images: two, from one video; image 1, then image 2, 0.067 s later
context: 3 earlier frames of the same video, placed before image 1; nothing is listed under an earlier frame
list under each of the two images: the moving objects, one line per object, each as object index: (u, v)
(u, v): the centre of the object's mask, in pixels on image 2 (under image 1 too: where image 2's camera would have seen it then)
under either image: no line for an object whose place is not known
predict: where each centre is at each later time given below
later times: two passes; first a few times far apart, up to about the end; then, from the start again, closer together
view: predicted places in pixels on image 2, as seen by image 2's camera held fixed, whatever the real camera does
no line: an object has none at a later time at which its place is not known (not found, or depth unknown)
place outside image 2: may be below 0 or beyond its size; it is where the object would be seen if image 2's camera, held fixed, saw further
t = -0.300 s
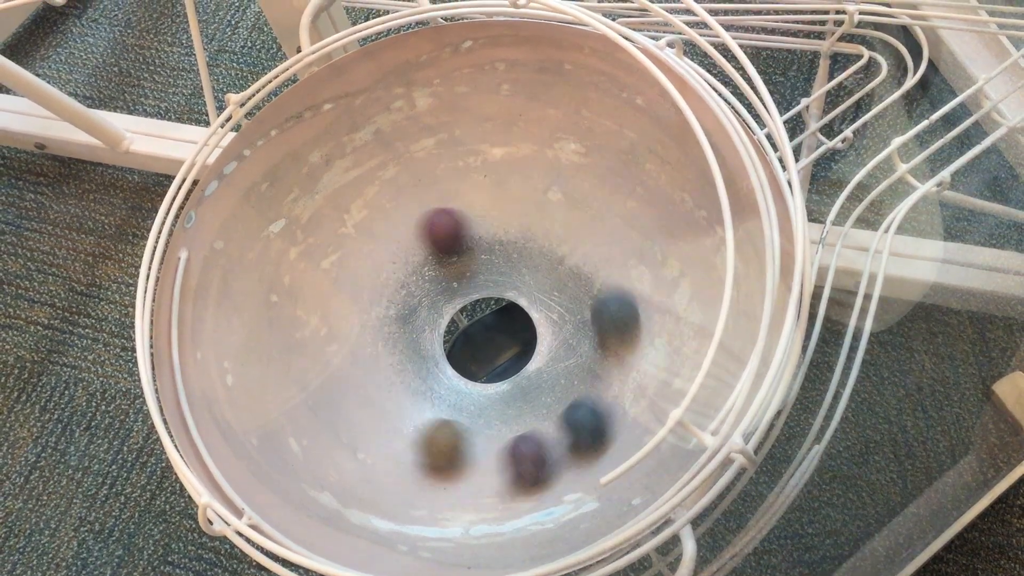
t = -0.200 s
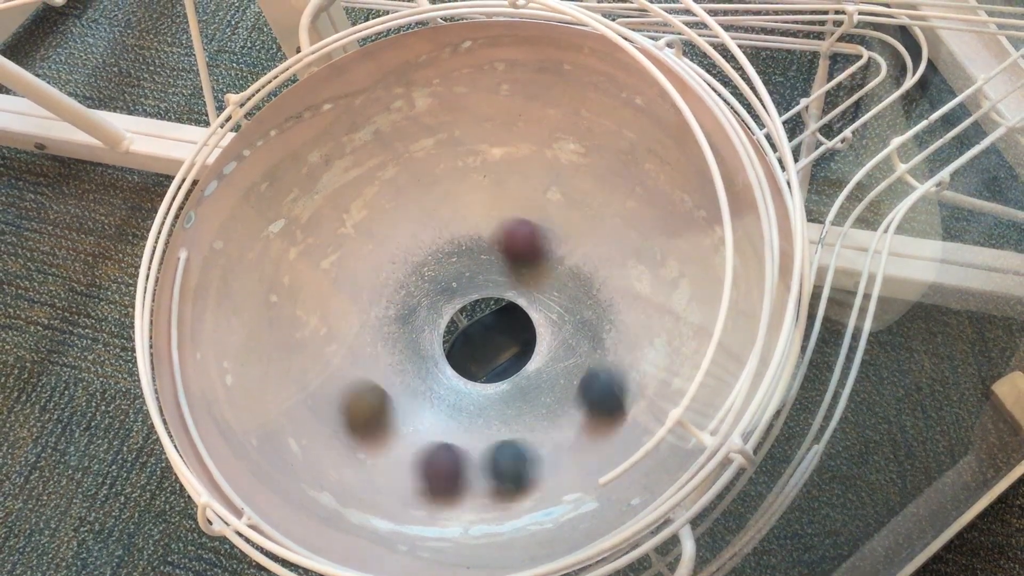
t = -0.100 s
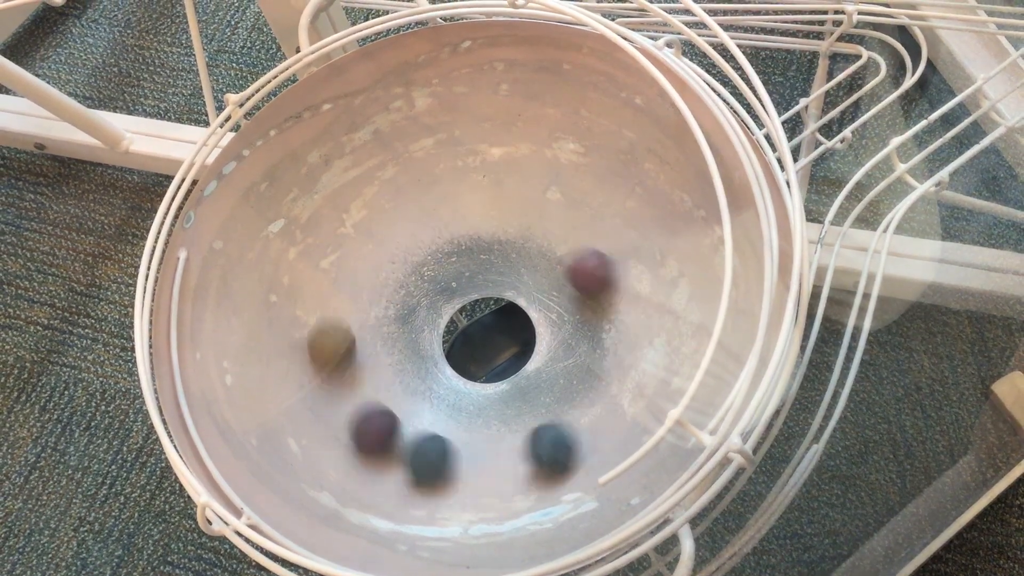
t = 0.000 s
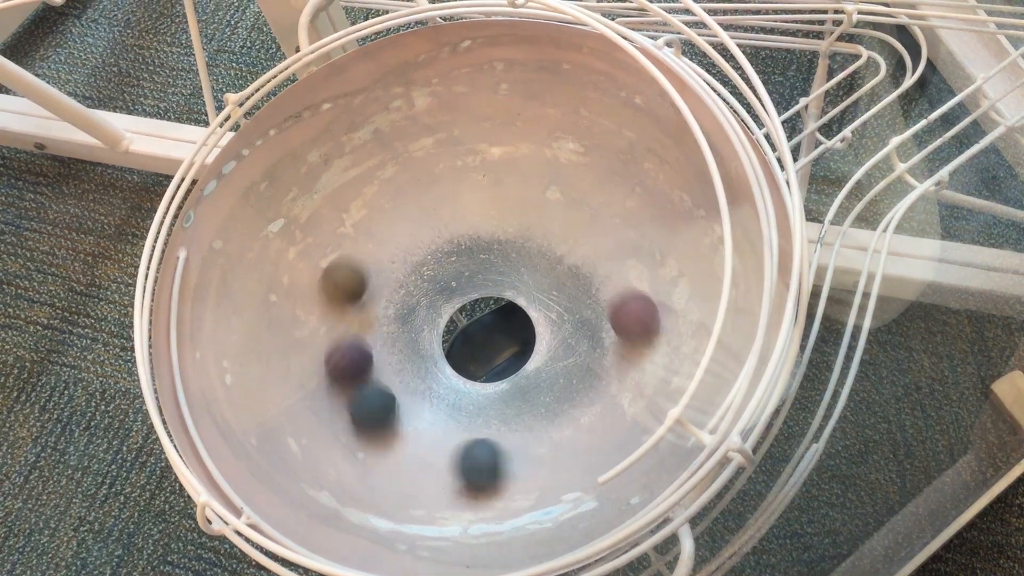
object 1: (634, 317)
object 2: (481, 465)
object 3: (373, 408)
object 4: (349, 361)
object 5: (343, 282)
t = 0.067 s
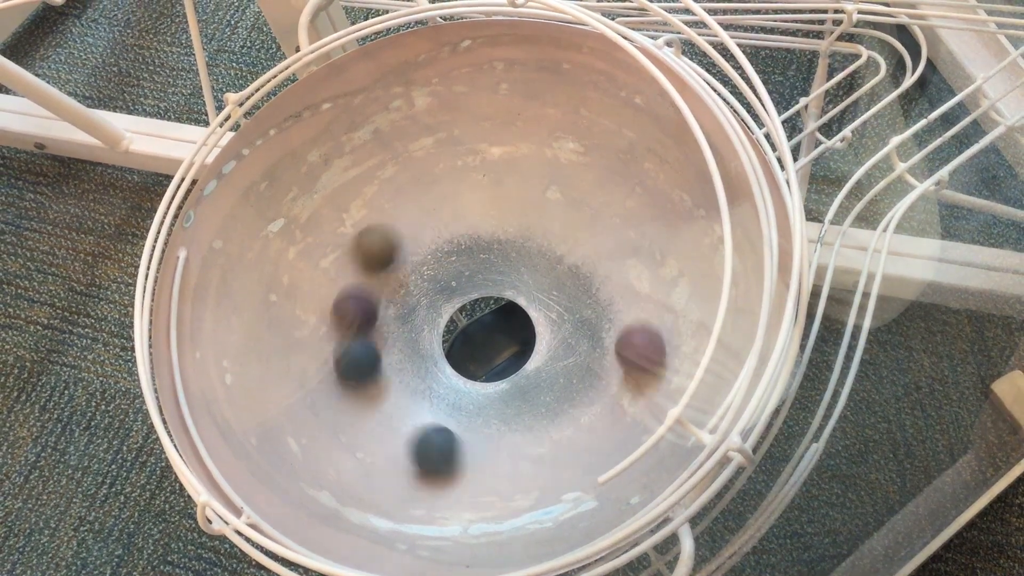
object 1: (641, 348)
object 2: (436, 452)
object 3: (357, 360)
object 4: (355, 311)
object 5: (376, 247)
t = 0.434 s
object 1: (431, 388)
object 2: (425, 218)
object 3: (528, 186)
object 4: (585, 197)
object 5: (640, 274)
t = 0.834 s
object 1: (424, 226)
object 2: (617, 307)
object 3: (573, 420)
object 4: (514, 444)
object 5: (451, 431)
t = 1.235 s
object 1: (626, 365)
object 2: (400, 428)
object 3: (353, 322)
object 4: (357, 278)
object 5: (396, 224)
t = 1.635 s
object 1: (426, 371)
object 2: (466, 217)
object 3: (581, 232)
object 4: (627, 249)
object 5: (639, 338)
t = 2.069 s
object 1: (467, 228)
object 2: (607, 365)
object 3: (503, 422)
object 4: (441, 432)
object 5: (404, 378)
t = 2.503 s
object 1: (592, 409)
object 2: (358, 353)
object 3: (388, 262)
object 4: (420, 225)
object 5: (482, 218)
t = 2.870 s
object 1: (413, 339)
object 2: (519, 230)
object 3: (612, 282)
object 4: (644, 319)
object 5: (615, 395)
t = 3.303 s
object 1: (502, 240)
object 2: (578, 393)
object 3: (463, 405)
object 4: (395, 384)
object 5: (388, 327)
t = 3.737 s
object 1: (562, 421)
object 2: (358, 308)
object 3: (418, 249)
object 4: (476, 227)
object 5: (534, 240)
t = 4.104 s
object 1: (408, 315)
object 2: (555, 254)
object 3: (621, 320)
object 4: (628, 374)
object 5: (572, 428)
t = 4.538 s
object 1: (528, 257)
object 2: (547, 402)
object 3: (439, 380)
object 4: (382, 339)
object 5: (393, 290)
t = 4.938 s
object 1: (550, 418)
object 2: (366, 292)
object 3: (428, 250)
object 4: (494, 235)
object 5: (554, 253)
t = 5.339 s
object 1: (408, 299)
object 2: (574, 278)
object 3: (616, 348)
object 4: (602, 401)
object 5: (528, 435)
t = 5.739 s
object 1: (533, 261)
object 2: (542, 396)
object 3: (440, 369)
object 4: (388, 323)
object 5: (398, 279)
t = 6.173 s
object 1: (532, 415)
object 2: (382, 277)
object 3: (452, 253)
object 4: (524, 256)
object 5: (578, 277)
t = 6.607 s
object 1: (414, 277)
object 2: (598, 309)
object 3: (600, 362)
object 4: (556, 407)
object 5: (481, 431)
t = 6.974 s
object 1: (545, 273)
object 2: (522, 390)
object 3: (435, 345)
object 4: (393, 315)
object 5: (408, 263)
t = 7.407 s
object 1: (518, 408)
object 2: (393, 274)
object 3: (491, 285)
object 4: (534, 260)
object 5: (591, 298)
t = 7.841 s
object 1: (420, 277)
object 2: (601, 323)
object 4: (548, 411)
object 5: (456, 412)
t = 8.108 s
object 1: (515, 257)
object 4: (414, 349)
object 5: (396, 299)
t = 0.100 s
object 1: (637, 366)
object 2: (416, 438)
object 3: (356, 336)
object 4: (365, 286)
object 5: (396, 235)
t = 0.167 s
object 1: (615, 394)
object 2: (388, 398)
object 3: (368, 285)
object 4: (395, 242)
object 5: (448, 217)
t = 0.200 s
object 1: (598, 407)
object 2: (380, 375)
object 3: (380, 261)
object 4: (415, 223)
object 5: (476, 214)
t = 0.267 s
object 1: (555, 419)
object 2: (376, 327)
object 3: (413, 222)
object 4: (461, 197)
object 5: (533, 216)
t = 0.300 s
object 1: (530, 419)
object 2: (379, 303)
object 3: (433, 208)
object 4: (487, 188)
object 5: (560, 220)
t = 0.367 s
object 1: (478, 412)
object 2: (396, 255)
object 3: (479, 189)
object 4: (537, 184)
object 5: (607, 242)
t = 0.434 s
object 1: (431, 388)
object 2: (425, 218)
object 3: (528, 186)
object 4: (585, 197)
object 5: (640, 274)
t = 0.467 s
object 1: (411, 372)
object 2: (442, 204)
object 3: (550, 191)
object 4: (602, 210)
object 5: (650, 295)
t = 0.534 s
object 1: (379, 337)
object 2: (483, 187)
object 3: (591, 214)
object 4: (633, 249)
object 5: (654, 337)
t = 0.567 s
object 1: (368, 318)
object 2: (504, 185)
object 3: (608, 233)
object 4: (641, 274)
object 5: (645, 361)
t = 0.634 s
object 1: (360, 281)
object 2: (547, 194)
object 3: (630, 274)
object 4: (639, 325)
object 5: (615, 399)
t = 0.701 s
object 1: (367, 252)
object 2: (582, 219)
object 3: (632, 329)
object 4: (615, 381)
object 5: (568, 427)
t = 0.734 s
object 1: (377, 241)
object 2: (597, 239)
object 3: (625, 357)
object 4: (596, 400)
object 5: (538, 437)
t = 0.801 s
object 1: (405, 228)
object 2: (615, 283)
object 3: (594, 402)
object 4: (544, 436)
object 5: (478, 438)
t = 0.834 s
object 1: (424, 226)
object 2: (617, 307)
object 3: (573, 420)
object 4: (514, 444)
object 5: (451, 431)
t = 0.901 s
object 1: (467, 233)
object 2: (607, 358)
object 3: (520, 445)
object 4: (456, 450)
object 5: (399, 405)
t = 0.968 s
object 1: (514, 247)
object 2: (581, 403)
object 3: (465, 451)
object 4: (400, 434)
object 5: (363, 363)
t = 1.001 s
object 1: (536, 257)
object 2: (561, 422)
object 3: (438, 446)
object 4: (379, 420)
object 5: (350, 341)
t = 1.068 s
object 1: (577, 285)
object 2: (515, 447)
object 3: (391, 422)
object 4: (348, 384)
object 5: (341, 299)
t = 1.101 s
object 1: (594, 300)
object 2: (489, 453)
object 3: (374, 405)
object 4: (340, 362)
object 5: (344, 279)
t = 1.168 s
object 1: (618, 332)
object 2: (440, 450)
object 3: (355, 364)
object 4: (340, 319)
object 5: (363, 246)
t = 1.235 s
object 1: (626, 365)
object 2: (400, 428)
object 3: (353, 322)
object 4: (357, 278)
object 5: (396, 224)
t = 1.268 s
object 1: (623, 379)
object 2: (385, 412)
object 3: (358, 301)
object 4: (372, 260)
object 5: (420, 218)
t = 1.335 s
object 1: (604, 404)
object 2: (367, 373)
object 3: (382, 266)
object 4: (412, 230)
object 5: (469, 216)
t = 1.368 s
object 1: (591, 413)
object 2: (364, 353)
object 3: (400, 251)
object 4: (436, 219)
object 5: (495, 221)
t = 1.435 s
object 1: (554, 423)
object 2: (371, 309)
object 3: (439, 230)
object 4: (489, 206)
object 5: (548, 237)
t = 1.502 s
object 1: (509, 417)
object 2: (392, 270)
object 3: (487, 218)
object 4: (543, 207)
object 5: (592, 265)
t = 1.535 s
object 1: (488, 411)
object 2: (407, 253)
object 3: (512, 217)
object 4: (568, 212)
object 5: (609, 281)
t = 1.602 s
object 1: (446, 388)
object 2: (445, 226)
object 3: (559, 223)
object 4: (610, 233)
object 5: (634, 319)
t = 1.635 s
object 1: (426, 371)
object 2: (466, 217)
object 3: (581, 232)
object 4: (627, 249)
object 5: (639, 338)
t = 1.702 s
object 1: (399, 332)
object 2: (511, 207)
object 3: (613, 256)
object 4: (647, 286)
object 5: (633, 382)
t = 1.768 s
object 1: (383, 295)
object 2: (556, 211)
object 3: (632, 290)
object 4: (646, 332)
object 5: (608, 410)
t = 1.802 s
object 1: (380, 276)
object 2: (575, 219)
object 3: (636, 310)
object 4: (637, 357)
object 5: (591, 422)
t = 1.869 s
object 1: (385, 246)
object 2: (606, 243)
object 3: (626, 349)
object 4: (606, 396)
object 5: (544, 437)
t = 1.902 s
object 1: (392, 236)
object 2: (618, 261)
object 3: (614, 371)
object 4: (583, 413)
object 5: (519, 436)
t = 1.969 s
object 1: (415, 223)
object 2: (627, 300)
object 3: (577, 400)
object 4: (529, 434)
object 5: (468, 423)
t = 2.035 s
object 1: (449, 222)
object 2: (619, 344)
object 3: (529, 418)
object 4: (470, 437)
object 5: (421, 396)
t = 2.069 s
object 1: (467, 228)
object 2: (607, 365)
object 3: (503, 422)
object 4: (441, 432)
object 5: (404, 378)
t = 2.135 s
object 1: (506, 244)
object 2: (573, 402)
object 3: (452, 417)
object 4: (391, 407)
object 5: (375, 336)
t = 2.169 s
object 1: (526, 257)
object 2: (552, 415)
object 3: (427, 409)
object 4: (372, 389)
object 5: (367, 315)
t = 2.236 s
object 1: (564, 288)
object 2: (502, 431)
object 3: (387, 384)
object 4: (346, 351)
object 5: (362, 275)
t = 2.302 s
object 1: (590, 323)
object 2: (450, 431)
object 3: (363, 352)
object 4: (339, 311)
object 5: (374, 240)
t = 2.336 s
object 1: (600, 339)
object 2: (426, 425)
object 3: (356, 336)
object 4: (343, 291)
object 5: (385, 228)
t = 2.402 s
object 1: (608, 370)
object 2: (387, 402)
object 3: (357, 302)
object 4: (363, 257)
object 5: (418, 213)
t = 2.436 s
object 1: (606, 384)
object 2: (373, 387)
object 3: (364, 287)
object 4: (379, 243)
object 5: (437, 211)
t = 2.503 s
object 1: (592, 409)
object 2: (358, 353)
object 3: (388, 262)
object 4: (420, 225)
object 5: (482, 218)
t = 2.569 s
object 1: (566, 423)
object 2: (360, 317)
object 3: (423, 247)
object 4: (472, 218)
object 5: (528, 236)
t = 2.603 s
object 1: (550, 426)
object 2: (367, 299)
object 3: (446, 243)
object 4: (499, 220)
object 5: (549, 248)
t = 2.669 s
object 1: (512, 422)
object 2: (391, 270)
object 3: (491, 240)
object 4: (551, 231)
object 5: (587, 283)
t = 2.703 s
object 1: (493, 415)
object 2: (408, 257)
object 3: (517, 241)
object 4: (574, 240)
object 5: (602, 302)
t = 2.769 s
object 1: (457, 394)
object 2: (448, 240)
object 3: (561, 253)
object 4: (614, 267)
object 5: (620, 343)
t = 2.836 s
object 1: (426, 360)
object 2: (495, 232)
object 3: (598, 271)
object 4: (638, 302)
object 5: (621, 384)
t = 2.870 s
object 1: (413, 339)
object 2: (519, 230)
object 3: (612, 282)
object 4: (644, 319)
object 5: (615, 395)
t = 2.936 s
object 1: (399, 302)
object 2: (563, 235)
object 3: (630, 310)
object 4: (638, 359)
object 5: (589, 424)
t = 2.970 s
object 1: (396, 284)
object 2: (582, 244)
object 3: (634, 327)
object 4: (628, 379)
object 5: (571, 436)
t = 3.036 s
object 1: (399, 252)
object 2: (614, 266)
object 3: (625, 359)
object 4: (596, 408)
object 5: (529, 442)
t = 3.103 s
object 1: (412, 230)
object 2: (631, 296)
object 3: (599, 386)
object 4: (547, 426)
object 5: (484, 431)
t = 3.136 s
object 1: (423, 223)
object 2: (633, 313)
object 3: (582, 396)
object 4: (520, 430)
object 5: (463, 419)
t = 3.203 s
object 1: (451, 221)
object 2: (622, 349)
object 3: (537, 410)
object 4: (464, 423)
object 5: (425, 389)
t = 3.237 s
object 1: (467, 225)
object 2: (611, 366)
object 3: (513, 410)
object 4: (439, 412)
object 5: (408, 371)
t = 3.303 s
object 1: (502, 240)
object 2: (578, 393)
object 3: (463, 405)
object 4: (395, 384)
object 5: (388, 327)
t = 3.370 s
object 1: (538, 265)
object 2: (530, 412)
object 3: (419, 383)
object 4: (364, 347)
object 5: (380, 284)
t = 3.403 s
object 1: (552, 278)
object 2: (505, 416)
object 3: (400, 369)
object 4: (356, 328)
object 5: (381, 264)
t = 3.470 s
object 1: (579, 316)
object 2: (456, 412)
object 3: (375, 340)
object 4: (351, 289)
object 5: (394, 233)
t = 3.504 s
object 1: (588, 333)
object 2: (431, 405)
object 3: (366, 325)
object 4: (355, 272)
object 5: (405, 222)
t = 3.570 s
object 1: (596, 363)
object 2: (392, 383)
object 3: (363, 294)
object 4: (374, 245)
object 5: (436, 210)
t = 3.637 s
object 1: (592, 393)
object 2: (366, 354)
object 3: (375, 270)
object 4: (407, 228)
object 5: (472, 211)
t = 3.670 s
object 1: (585, 405)
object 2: (359, 339)
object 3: (386, 260)
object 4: (428, 224)
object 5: (493, 219)
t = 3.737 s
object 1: (562, 421)
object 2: (358, 308)
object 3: (418, 249)
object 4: (476, 227)
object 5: (534, 240)
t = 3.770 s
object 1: (549, 425)
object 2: (364, 293)
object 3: (438, 247)
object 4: (501, 231)
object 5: (552, 254)
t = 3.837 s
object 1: (515, 423)
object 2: (386, 270)
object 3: (480, 249)
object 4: (547, 245)
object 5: (583, 293)
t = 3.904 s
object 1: (481, 410)
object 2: (420, 255)
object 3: (527, 257)
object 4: (590, 270)
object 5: (603, 332)
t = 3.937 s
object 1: (464, 400)
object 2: (440, 251)
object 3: (548, 265)
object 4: (607, 286)
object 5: (607, 349)
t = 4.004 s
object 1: (436, 371)
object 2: (486, 247)
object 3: (585, 283)
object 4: (629, 320)
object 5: (604, 388)
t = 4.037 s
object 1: (423, 352)
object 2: (510, 247)
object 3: (601, 296)
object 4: (634, 337)
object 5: (597, 407)
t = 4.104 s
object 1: (408, 315)
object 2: (555, 254)
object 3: (621, 320)
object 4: (628, 374)
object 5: (572, 428)
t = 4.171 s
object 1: (404, 280)
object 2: (592, 271)
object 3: (626, 347)
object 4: (604, 401)
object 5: (537, 441)
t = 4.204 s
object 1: (406, 264)
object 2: (608, 281)
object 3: (622, 363)
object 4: (591, 412)
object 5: (517, 441)
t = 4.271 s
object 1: (417, 242)
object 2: (627, 307)
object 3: (602, 386)
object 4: (548, 425)
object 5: (476, 430)
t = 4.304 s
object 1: (426, 233)
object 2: (630, 322)
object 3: (588, 394)
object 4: (522, 426)
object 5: (458, 419)
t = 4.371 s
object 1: (451, 226)
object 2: (625, 350)
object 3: (551, 403)
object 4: (473, 416)
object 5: (425, 389)
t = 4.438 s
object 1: (481, 231)
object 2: (603, 375)
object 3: (506, 402)
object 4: (427, 391)
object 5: (402, 349)
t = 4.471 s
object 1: (496, 237)
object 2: (587, 387)
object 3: (482, 398)
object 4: (409, 375)
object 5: (396, 329)
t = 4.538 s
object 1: (528, 257)
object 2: (547, 402)
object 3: (439, 380)
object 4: (382, 339)
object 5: (393, 290)
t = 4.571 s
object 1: (543, 270)
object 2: (524, 405)
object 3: (421, 367)
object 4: (372, 320)
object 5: (395, 269)
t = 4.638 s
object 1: (570, 301)
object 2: (475, 403)
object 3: (392, 337)
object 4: (365, 284)
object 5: (409, 238)
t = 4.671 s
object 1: (579, 319)
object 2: (452, 396)
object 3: (383, 321)
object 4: (367, 267)
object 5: (420, 228)
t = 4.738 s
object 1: (589, 352)
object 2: (411, 374)
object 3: (374, 292)
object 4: (382, 242)
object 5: (449, 213)
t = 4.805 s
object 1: (588, 380)
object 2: (382, 348)
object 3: (379, 269)
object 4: (410, 228)
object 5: (483, 214)
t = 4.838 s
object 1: (582, 392)
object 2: (372, 333)
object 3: (387, 261)
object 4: (429, 225)
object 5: (503, 220)
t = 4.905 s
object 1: (563, 412)
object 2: (364, 306)
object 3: (413, 251)
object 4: (472, 230)
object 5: (538, 240)
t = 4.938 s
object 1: (550, 418)
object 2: (366, 292)
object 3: (428, 250)
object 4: (494, 235)
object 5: (554, 253)
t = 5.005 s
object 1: (520, 422)
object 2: (381, 272)
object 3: (466, 253)
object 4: (539, 252)
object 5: (583, 291)
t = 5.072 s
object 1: (488, 412)
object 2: (410, 258)
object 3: (508, 262)
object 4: (576, 277)
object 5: (598, 328)
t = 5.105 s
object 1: (473, 405)
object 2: (427, 256)
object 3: (529, 269)
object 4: (594, 294)
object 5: (601, 347)
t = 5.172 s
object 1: (444, 381)
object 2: (468, 255)
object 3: (567, 288)
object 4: (616, 328)
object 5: (597, 381)
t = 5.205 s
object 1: (431, 365)
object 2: (491, 255)
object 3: (582, 299)
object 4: (622, 344)
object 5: (588, 397)
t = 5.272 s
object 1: (414, 331)
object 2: (535, 264)
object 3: (606, 323)
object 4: (620, 375)
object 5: (563, 422)
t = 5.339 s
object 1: (408, 299)
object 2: (574, 278)
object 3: (616, 348)
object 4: (602, 401)
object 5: (528, 435)
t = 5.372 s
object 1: (408, 283)
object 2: (590, 288)
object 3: (616, 361)
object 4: (589, 411)
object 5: (510, 436)
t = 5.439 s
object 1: (417, 257)
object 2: (614, 310)
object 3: (602, 381)
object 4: (552, 422)
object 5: (472, 426)
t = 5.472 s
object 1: (424, 247)
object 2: (620, 322)
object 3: (591, 389)
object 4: (531, 423)
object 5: (455, 419)
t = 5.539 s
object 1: (445, 235)
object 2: (622, 346)
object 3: (560, 399)
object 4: (487, 413)
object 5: (425, 392)
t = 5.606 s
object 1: (472, 234)
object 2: (608, 369)
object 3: (521, 399)
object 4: (444, 393)
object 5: (403, 355)
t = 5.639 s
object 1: (487, 237)
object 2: (596, 380)
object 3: (502, 396)
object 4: (425, 377)
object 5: (397, 336)
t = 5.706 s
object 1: (517, 250)
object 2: (562, 394)
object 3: (460, 380)
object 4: (397, 340)
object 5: (394, 297)
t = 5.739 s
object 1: (533, 261)
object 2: (542, 396)
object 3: (440, 369)
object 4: (388, 323)
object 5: (398, 279)
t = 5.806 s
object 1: (559, 288)
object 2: (499, 397)
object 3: (409, 344)
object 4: (379, 288)
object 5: (412, 251)
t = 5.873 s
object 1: (578, 318)
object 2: (455, 385)
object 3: (389, 315)
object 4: (383, 261)
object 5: (435, 229)
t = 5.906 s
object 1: (584, 334)
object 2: (433, 375)
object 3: (385, 301)
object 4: (390, 251)
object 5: (450, 222)
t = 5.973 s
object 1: (586, 362)
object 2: (402, 351)
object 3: (384, 277)
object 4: (412, 237)
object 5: (483, 220)
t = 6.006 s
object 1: (582, 378)
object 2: (390, 337)
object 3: (389, 267)
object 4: (428, 234)
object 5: (501, 222)
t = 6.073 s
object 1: (569, 398)
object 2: (377, 311)
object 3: (407, 255)
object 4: (465, 236)
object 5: (535, 236)
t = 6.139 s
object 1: (546, 412)
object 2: (376, 287)
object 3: (435, 251)
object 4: (505, 247)
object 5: (566, 261)
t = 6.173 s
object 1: (532, 415)
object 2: (382, 277)
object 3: (452, 253)
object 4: (524, 256)
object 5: (578, 277)
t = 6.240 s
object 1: (501, 414)
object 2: (403, 264)
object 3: (489, 259)
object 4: (561, 279)
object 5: (595, 315)
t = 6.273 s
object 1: (485, 409)
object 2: (417, 261)
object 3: (509, 265)
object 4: (576, 290)
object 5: (599, 331)
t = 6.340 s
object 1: (455, 392)
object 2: (452, 260)
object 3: (546, 282)
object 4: (599, 318)
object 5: (597, 371)
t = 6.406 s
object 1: (431, 367)
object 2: (492, 264)
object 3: (577, 303)
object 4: (608, 349)
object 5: (582, 402)
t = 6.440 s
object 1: (422, 351)
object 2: (513, 268)
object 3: (589, 313)
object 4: (606, 358)
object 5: (570, 415)
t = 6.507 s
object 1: (411, 321)
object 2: (552, 281)
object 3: (605, 335)
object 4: (596, 381)
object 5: (536, 433)
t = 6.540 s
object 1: (409, 306)
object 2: (570, 289)
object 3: (606, 345)
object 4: (585, 391)
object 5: (518, 435)
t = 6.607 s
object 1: (414, 277)
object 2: (598, 309)
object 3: (600, 362)
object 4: (556, 407)
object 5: (481, 431)
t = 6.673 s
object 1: (427, 257)
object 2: (614, 329)
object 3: (583, 374)
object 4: (519, 411)
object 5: (447, 414)
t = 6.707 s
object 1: (436, 249)
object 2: (617, 341)
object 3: (571, 378)
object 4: (501, 410)
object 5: (431, 401)
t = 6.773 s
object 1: (459, 241)
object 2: (611, 361)
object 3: (538, 382)
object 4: (463, 396)
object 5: (409, 370)
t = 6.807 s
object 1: (473, 242)
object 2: (603, 370)
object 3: (519, 380)
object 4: (444, 386)
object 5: (401, 350)
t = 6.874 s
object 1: (503, 249)
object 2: (578, 384)
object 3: (483, 370)
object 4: (415, 358)
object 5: (394, 314)
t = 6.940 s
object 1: (533, 263)
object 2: (542, 391)
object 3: (450, 355)
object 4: (398, 329)
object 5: (400, 278)
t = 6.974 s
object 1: (545, 273)
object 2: (522, 390)
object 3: (435, 345)
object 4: (393, 315)
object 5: (408, 263)
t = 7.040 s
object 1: (569, 300)
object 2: (480, 381)
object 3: (417, 323)
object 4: (392, 283)
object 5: (429, 241)
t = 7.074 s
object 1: (577, 314)
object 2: (462, 375)
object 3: (413, 314)
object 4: (394, 269)
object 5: (442, 232)
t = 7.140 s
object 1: (585, 341)
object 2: (423, 358)
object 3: (412, 298)
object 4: (408, 248)
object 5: (474, 225)
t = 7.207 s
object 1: (582, 368)
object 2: (397, 333)
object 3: (422, 287)
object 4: (432, 237)
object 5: (508, 227)
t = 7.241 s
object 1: (577, 380)
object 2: (388, 322)
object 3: (428, 283)
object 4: (446, 235)
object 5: (526, 234)
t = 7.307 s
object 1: (558, 397)
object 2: (380, 299)
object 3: (449, 280)
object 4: (481, 240)
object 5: (559, 256)
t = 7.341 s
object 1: (547, 403)
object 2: (381, 289)
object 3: (461, 281)
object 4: (498, 245)
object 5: (572, 267)
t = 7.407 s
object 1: (518, 408)
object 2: (393, 274)
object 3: (491, 285)
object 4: (534, 260)
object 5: (591, 298)
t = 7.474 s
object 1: (487, 404)
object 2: (417, 267)
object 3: (517, 296)
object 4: (565, 285)
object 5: (599, 336)
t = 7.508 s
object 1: (472, 399)
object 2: (433, 267)
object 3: (531, 302)
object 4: (577, 299)
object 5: (598, 354)
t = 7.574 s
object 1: (444, 381)
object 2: (467, 269)
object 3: (553, 316)
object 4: (597, 328)
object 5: (587, 381)
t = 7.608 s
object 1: (432, 370)
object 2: (487, 273)
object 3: (560, 324)
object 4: (602, 345)
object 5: (576, 394)
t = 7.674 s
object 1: (416, 341)
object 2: (528, 282)
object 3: (570, 336)
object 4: (602, 369)
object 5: (546, 417)
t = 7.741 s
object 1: (410, 314)
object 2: (563, 295)
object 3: (573, 350)
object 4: (587, 391)
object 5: (510, 424)
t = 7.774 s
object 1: (411, 300)
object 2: (580, 306)
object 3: (571, 356)
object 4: (576, 401)
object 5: (492, 423)
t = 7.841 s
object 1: (420, 277)
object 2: (601, 323)
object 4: (548, 411)
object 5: (456, 412)
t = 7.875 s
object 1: (428, 268)
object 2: (608, 330)
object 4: (531, 411)
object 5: (439, 404)
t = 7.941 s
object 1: (447, 256)
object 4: (495, 407)
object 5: (413, 376)
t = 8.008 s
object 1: (472, 250)
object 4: (458, 389)
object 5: (397, 345)
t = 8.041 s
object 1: (486, 251)
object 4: (442, 379)
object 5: (394, 329)
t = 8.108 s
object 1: (515, 257)
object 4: (414, 349)
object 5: (396, 299)
